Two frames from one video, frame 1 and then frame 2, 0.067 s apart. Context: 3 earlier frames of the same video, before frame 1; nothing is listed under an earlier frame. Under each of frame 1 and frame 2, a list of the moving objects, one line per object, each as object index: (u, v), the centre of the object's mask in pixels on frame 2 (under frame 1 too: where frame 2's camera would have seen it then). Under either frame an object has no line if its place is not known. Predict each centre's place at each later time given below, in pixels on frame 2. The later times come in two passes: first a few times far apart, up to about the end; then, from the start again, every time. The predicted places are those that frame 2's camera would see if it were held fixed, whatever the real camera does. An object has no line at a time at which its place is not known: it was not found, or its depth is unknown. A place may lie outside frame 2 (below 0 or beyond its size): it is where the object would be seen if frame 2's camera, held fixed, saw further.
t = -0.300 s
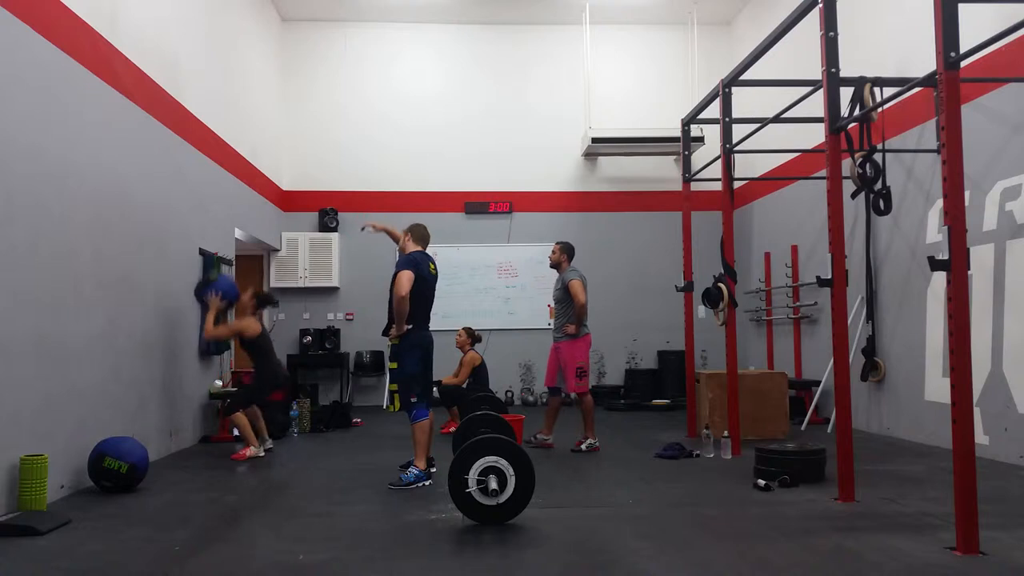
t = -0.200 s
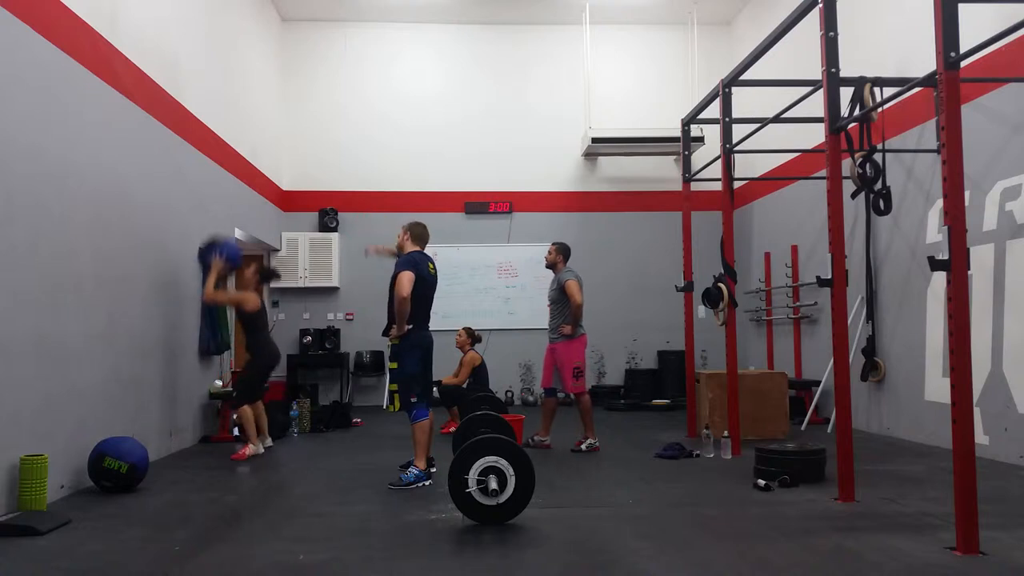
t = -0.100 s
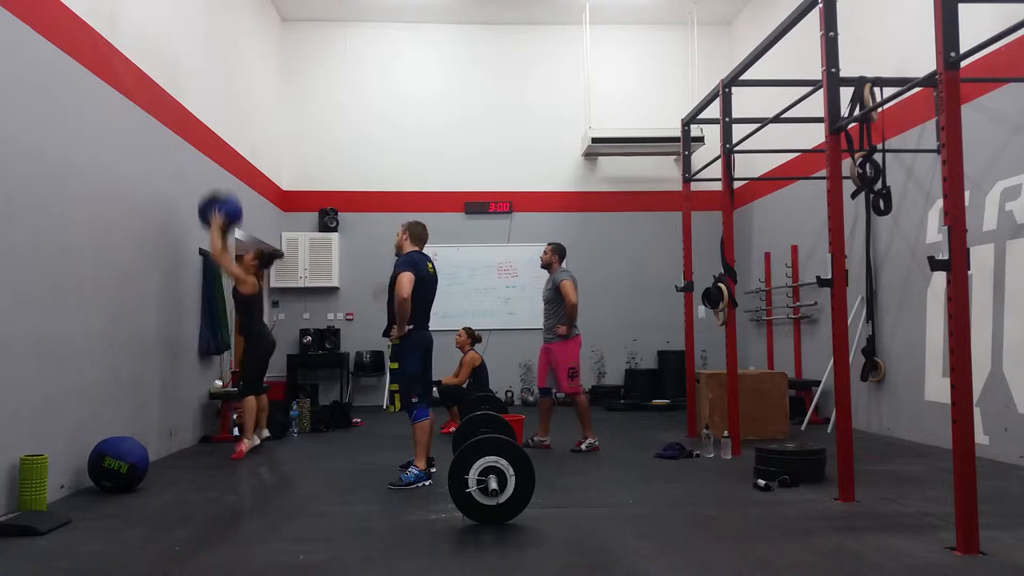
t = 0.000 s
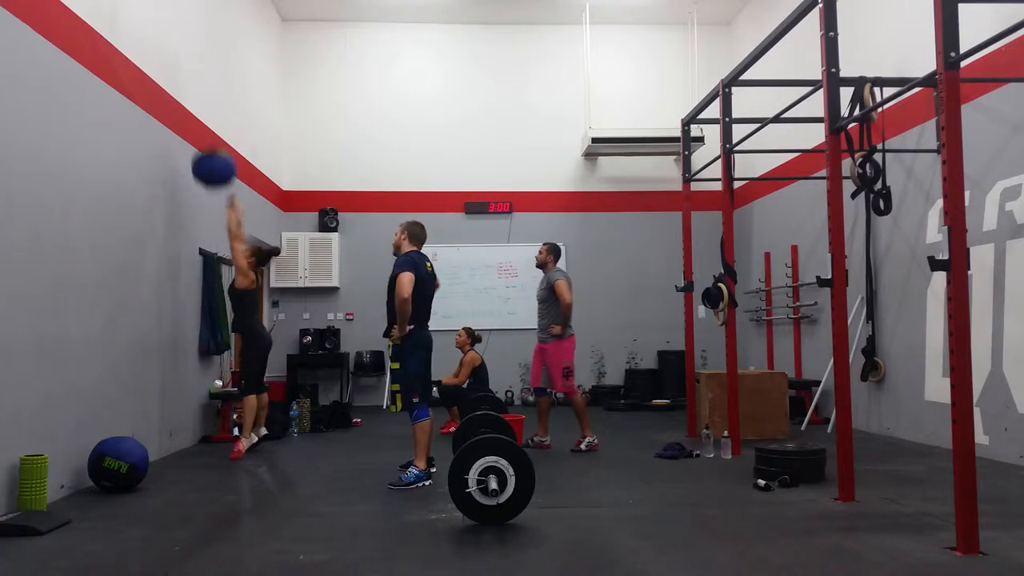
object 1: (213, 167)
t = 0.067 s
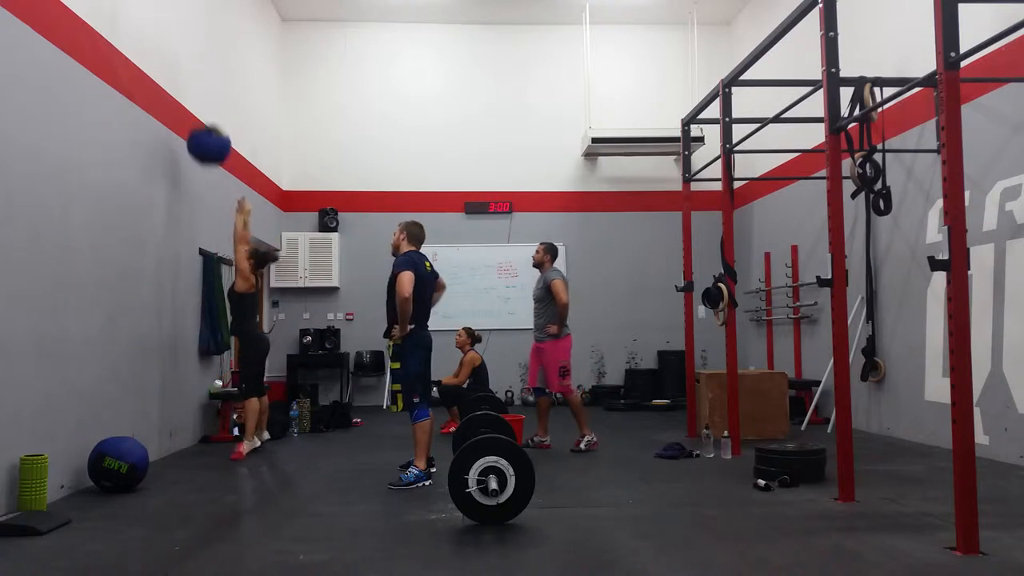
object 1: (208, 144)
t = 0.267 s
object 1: (194, 103)
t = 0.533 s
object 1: (200, 119)
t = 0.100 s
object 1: (206, 135)
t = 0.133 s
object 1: (204, 126)
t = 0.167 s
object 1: (201, 118)
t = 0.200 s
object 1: (199, 112)
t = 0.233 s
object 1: (197, 107)
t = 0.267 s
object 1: (194, 103)
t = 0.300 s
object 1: (192, 101)
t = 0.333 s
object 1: (190, 100)
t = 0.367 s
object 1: (191, 100)
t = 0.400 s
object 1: (193, 101)
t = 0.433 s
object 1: (195, 104)
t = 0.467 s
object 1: (197, 108)
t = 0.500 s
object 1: (199, 113)
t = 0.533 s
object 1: (200, 119)
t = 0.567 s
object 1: (202, 127)
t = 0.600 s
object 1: (204, 136)
